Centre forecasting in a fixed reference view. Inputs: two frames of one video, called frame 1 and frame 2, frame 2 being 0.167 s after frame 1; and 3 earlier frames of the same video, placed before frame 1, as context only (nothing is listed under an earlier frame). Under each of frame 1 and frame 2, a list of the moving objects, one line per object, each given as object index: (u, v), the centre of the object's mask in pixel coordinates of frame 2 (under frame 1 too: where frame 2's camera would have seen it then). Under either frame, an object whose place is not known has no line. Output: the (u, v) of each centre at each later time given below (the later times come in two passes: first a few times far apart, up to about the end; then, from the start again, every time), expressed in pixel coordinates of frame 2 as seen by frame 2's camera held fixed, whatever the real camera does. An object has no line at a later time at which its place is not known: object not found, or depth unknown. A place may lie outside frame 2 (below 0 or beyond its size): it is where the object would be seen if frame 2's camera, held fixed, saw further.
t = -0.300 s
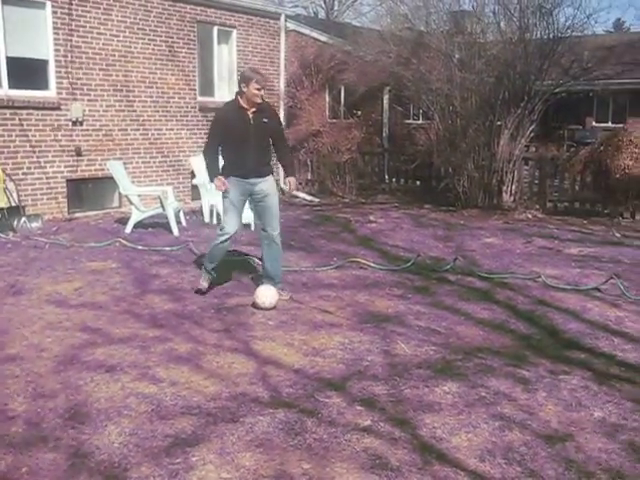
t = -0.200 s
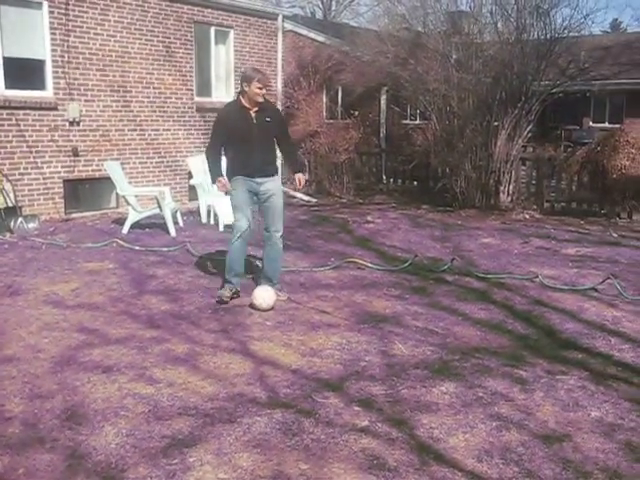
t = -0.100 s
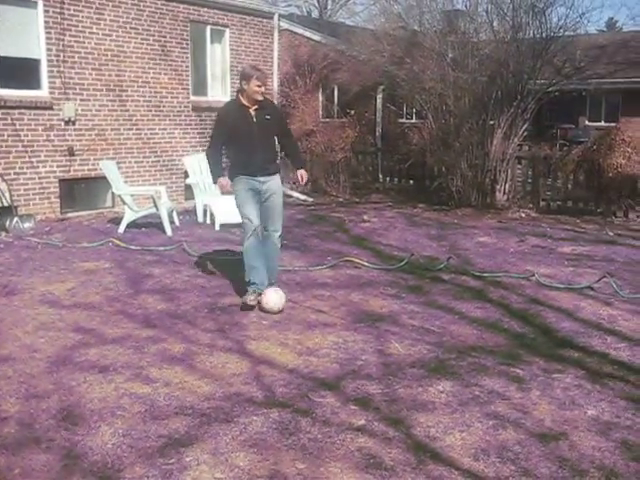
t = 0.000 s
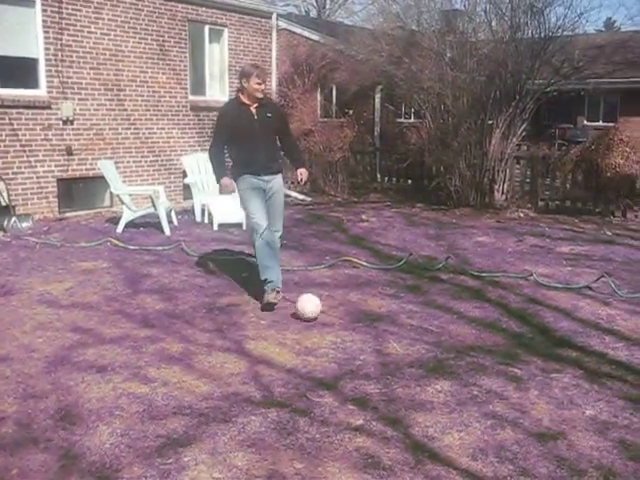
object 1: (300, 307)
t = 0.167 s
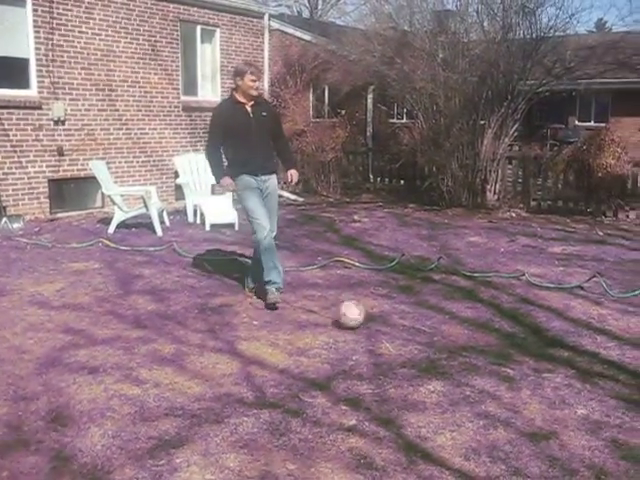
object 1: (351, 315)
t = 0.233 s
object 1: (369, 317)
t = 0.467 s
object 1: (437, 327)
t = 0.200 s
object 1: (360, 318)
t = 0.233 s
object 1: (369, 317)
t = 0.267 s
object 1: (379, 318)
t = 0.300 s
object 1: (389, 319)
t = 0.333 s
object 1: (399, 322)
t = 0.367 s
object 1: (407, 323)
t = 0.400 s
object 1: (418, 323)
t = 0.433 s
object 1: (427, 325)
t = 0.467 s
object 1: (437, 327)
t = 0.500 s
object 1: (446, 330)
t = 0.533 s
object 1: (456, 330)
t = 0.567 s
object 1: (467, 330)
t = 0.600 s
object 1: (477, 332)
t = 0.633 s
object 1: (488, 333)
